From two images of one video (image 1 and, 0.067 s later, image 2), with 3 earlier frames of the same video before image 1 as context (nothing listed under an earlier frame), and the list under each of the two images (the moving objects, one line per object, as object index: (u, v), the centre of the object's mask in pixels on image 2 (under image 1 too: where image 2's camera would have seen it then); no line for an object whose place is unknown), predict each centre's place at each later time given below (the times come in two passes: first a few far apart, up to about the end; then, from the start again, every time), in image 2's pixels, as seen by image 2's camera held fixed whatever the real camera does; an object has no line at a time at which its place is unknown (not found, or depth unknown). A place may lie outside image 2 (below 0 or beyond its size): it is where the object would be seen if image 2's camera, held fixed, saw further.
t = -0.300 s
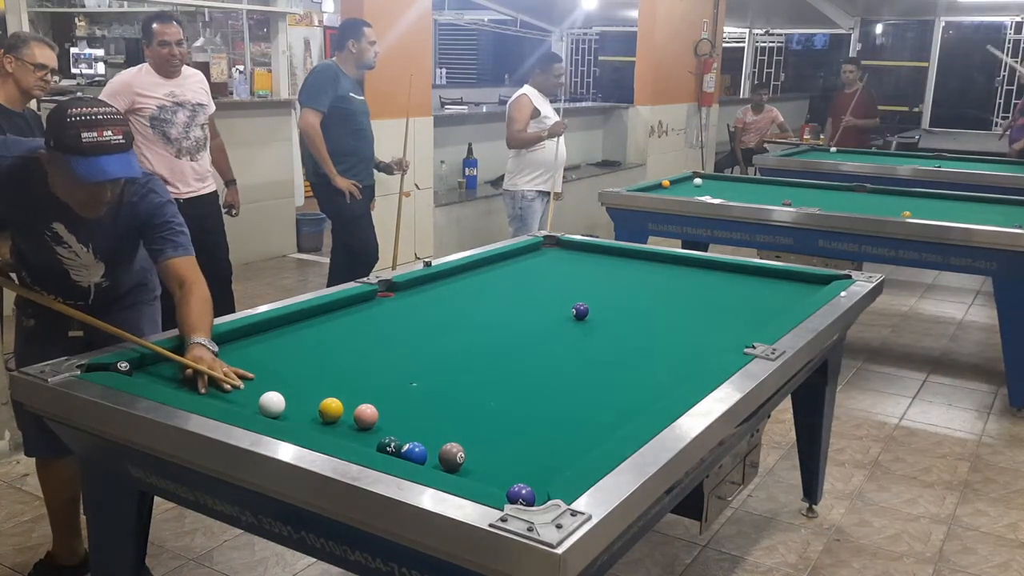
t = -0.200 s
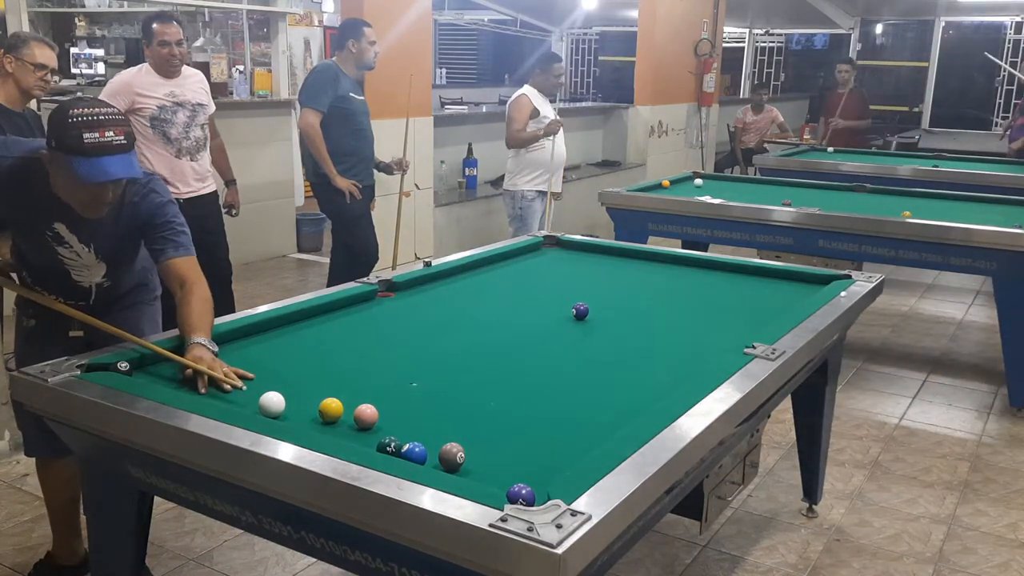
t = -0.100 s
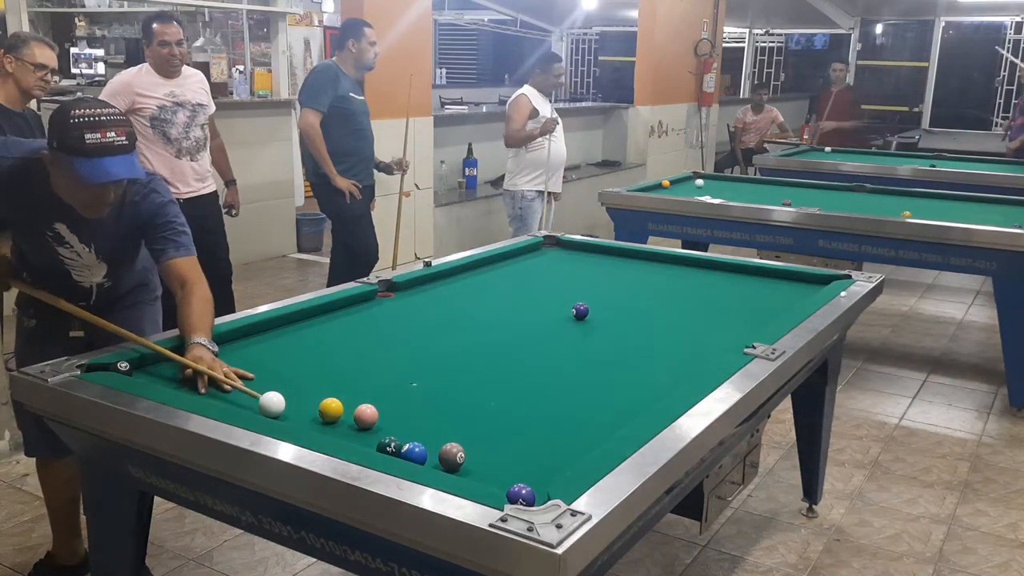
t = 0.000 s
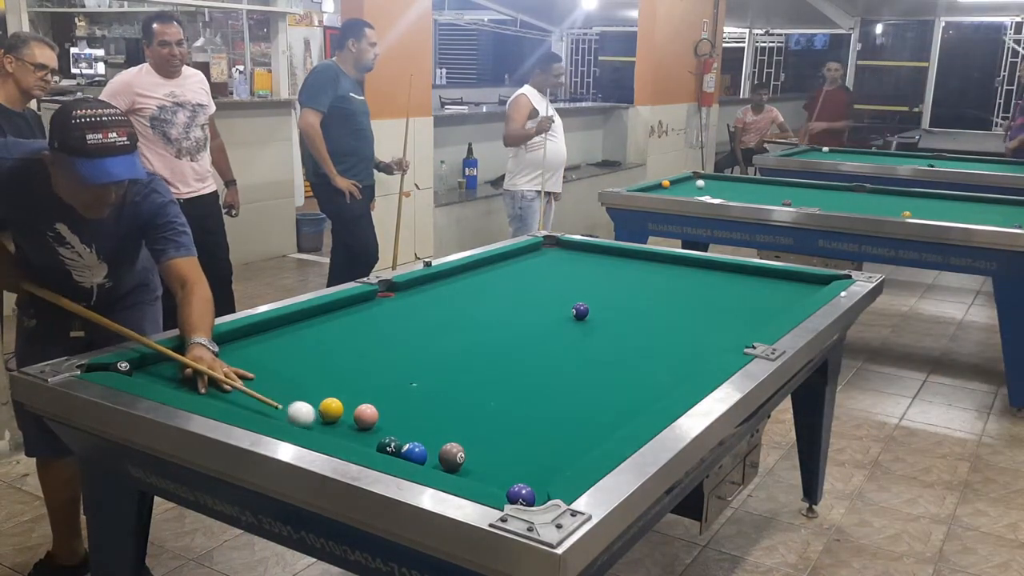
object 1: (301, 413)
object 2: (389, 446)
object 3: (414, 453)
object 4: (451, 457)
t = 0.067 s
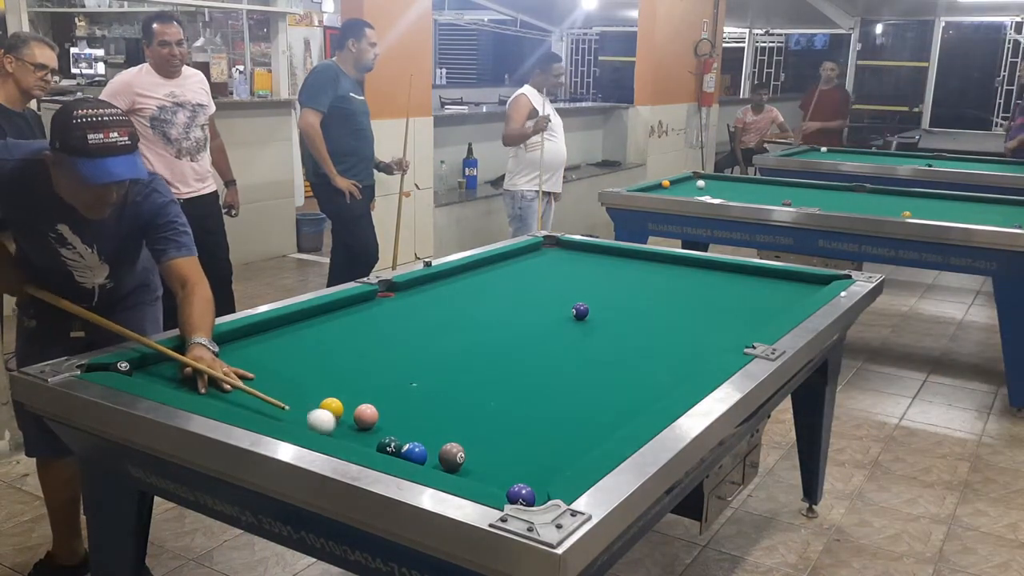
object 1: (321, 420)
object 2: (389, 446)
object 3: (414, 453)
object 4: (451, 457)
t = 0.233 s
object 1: (370, 437)
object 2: (390, 447)
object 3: (415, 453)
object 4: (451, 457)
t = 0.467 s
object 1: (377, 439)
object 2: (396, 450)
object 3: (444, 463)
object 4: (493, 456)
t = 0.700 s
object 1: (383, 441)
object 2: (407, 452)
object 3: (471, 468)
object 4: (533, 455)
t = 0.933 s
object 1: (384, 441)
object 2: (415, 453)
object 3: (494, 472)
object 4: (569, 453)
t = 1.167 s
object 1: (384, 442)
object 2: (420, 454)
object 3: (515, 472)
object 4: (581, 447)
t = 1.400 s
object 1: (383, 442)
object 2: (423, 455)
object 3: (533, 474)
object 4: (574, 441)
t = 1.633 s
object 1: (383, 442)
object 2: (425, 455)
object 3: (546, 474)
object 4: (568, 436)
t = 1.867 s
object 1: (383, 442)
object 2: (424, 455)
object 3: (552, 472)
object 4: (564, 431)
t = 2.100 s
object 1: (383, 442)
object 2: (425, 455)
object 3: (551, 471)
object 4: (561, 428)
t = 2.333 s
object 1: (383, 442)
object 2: (424, 455)
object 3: (552, 471)
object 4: (559, 426)
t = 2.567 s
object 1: (383, 442)
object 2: (424, 455)
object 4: (558, 425)
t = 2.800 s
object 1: (383, 442)
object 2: (424, 455)
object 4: (558, 426)
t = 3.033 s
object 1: (383, 442)
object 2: (425, 455)
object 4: (558, 426)
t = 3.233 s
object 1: (383, 442)
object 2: (424, 455)
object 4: (557, 426)
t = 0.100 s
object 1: (332, 424)
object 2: (389, 446)
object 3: (414, 453)
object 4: (451, 457)
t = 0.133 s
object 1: (341, 427)
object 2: (389, 446)
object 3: (414, 453)
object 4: (451, 457)
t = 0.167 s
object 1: (351, 431)
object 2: (389, 446)
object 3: (414, 453)
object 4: (451, 457)
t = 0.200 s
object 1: (362, 434)
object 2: (389, 446)
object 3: (414, 453)
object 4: (451, 457)
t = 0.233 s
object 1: (370, 437)
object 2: (390, 447)
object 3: (415, 453)
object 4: (451, 457)
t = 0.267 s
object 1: (370, 438)
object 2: (390, 447)
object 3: (425, 456)
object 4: (453, 457)
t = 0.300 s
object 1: (371, 438)
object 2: (390, 448)
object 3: (427, 458)
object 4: (461, 457)
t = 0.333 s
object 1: (372, 438)
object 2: (390, 448)
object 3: (429, 460)
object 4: (468, 456)
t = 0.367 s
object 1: (373, 438)
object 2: (390, 449)
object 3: (432, 461)
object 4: (474, 456)
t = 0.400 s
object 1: (375, 438)
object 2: (392, 449)
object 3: (436, 462)
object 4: (480, 456)
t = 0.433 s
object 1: (376, 439)
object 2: (394, 450)
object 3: (440, 462)
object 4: (486, 456)
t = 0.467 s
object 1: (377, 439)
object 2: (396, 450)
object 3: (444, 463)
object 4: (493, 456)
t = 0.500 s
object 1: (378, 440)
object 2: (397, 450)
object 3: (448, 464)
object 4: (499, 456)
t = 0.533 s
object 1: (379, 440)
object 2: (399, 450)
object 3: (452, 465)
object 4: (505, 455)
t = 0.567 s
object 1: (380, 440)
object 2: (401, 451)
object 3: (456, 465)
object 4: (510, 455)
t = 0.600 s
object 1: (381, 440)
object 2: (402, 451)
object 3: (460, 466)
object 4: (516, 455)
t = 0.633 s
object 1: (382, 440)
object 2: (404, 451)
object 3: (463, 467)
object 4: (522, 455)
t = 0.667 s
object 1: (382, 440)
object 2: (405, 451)
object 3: (467, 467)
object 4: (527, 455)
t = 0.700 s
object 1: (383, 441)
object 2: (407, 452)
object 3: (471, 468)
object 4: (533, 455)
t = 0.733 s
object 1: (383, 441)
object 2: (408, 452)
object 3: (474, 468)
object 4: (538, 454)
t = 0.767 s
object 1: (384, 441)
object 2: (409, 452)
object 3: (478, 469)
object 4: (544, 454)
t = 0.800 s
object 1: (384, 441)
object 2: (411, 452)
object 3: (481, 470)
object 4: (549, 454)
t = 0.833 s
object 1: (384, 441)
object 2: (411, 452)
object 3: (484, 470)
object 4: (554, 454)
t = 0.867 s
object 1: (384, 441)
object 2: (413, 453)
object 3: (488, 471)
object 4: (559, 454)
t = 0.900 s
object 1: (384, 441)
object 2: (414, 453)
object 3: (491, 472)
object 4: (564, 454)
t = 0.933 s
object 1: (384, 441)
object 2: (415, 453)
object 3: (494, 472)
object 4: (569, 453)
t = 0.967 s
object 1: (384, 441)
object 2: (416, 453)
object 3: (497, 472)
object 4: (574, 452)
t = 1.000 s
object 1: (384, 442)
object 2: (417, 454)
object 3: (500, 473)
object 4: (578, 451)
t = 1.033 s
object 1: (384, 442)
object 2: (418, 453)
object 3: (504, 473)
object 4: (582, 450)
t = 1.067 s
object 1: (384, 442)
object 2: (418, 454)
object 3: (506, 473)
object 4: (584, 449)
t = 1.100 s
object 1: (384, 442)
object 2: (419, 454)
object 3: (509, 472)
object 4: (583, 448)
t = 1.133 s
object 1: (384, 442)
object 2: (420, 454)
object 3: (512, 472)
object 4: (582, 448)
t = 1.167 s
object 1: (384, 442)
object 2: (420, 454)
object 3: (515, 472)
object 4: (581, 447)
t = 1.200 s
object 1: (383, 442)
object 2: (421, 454)
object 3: (518, 472)
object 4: (580, 447)
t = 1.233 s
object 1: (383, 442)
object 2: (421, 454)
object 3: (521, 472)
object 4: (579, 446)
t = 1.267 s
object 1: (383, 442)
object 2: (422, 455)
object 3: (523, 472)
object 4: (578, 445)
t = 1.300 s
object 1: (383, 442)
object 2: (422, 455)
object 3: (526, 472)
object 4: (577, 445)
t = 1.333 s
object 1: (383, 442)
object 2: (422, 455)
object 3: (528, 472)
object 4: (576, 444)
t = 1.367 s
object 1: (383, 442)
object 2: (423, 455)
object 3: (531, 473)
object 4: (575, 442)
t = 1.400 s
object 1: (383, 442)
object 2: (423, 455)
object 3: (533, 474)
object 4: (574, 441)
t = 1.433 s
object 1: (383, 442)
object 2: (424, 455)
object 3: (535, 474)
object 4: (573, 441)
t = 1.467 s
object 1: (383, 442)
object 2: (424, 455)
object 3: (537, 474)
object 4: (573, 440)
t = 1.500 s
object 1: (383, 442)
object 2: (424, 455)
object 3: (539, 474)
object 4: (572, 439)
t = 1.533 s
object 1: (383, 442)
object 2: (424, 455)
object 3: (541, 475)
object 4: (571, 438)
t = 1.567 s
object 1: (383, 442)
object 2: (424, 455)
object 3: (543, 474)
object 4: (570, 437)
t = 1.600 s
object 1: (383, 442)
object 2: (425, 455)
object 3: (544, 474)
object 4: (569, 437)
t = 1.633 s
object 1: (383, 442)
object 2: (425, 455)
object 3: (546, 474)
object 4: (568, 436)
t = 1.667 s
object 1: (383, 442)
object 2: (424, 455)
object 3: (547, 473)
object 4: (568, 435)
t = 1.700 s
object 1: (383, 442)
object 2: (425, 455)
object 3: (548, 473)
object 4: (567, 435)
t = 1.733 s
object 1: (383, 442)
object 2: (425, 455)
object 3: (550, 473)
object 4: (566, 434)
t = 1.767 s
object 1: (383, 442)
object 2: (424, 455)
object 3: (551, 472)
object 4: (565, 433)
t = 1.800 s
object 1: (383, 442)
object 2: (424, 455)
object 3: (552, 472)
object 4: (565, 433)
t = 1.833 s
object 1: (383, 442)
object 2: (424, 455)
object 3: (552, 472)
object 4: (564, 432)
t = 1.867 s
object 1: (383, 442)
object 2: (424, 455)
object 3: (552, 472)
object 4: (564, 431)
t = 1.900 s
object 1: (383, 442)
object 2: (424, 455)
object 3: (552, 472)
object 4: (563, 431)
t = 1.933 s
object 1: (383, 442)
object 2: (424, 455)
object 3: (552, 471)
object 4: (563, 430)
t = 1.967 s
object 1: (383, 442)
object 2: (424, 455)
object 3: (551, 471)
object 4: (562, 430)
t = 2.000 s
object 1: (383, 442)
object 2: (425, 455)
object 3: (551, 471)
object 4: (562, 430)
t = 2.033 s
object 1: (383, 442)
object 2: (425, 455)
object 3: (551, 471)
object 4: (562, 429)
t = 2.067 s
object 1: (383, 442)
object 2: (425, 455)
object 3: (551, 471)
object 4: (561, 429)
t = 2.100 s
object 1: (383, 442)
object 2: (425, 455)
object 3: (551, 471)
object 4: (561, 428)
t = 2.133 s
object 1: (383, 442)
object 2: (425, 455)
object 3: (551, 471)
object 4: (560, 428)
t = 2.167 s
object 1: (383, 442)
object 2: (425, 455)
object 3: (551, 471)
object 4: (560, 428)
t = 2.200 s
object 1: (383, 442)
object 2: (425, 455)
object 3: (551, 471)
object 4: (560, 427)
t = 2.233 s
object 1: (383, 442)
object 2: (425, 455)
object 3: (552, 471)
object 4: (559, 427)
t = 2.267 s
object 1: (383, 442)
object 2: (425, 455)
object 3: (552, 471)
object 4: (559, 427)
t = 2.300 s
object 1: (383, 442)
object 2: (424, 455)
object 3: (552, 471)
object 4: (559, 426)
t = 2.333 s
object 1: (383, 442)
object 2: (424, 455)
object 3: (552, 471)
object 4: (559, 426)
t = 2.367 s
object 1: (383, 442)
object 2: (424, 455)
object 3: (552, 471)
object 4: (559, 426)
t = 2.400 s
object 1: (383, 442)
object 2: (424, 455)
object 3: (552, 471)
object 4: (558, 426)
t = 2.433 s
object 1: (383, 442)
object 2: (424, 455)
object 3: (552, 471)
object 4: (558, 425)
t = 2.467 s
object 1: (383, 442)
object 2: (424, 455)
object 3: (552, 471)
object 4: (558, 426)
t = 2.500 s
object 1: (383, 442)
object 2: (424, 455)
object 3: (552, 471)
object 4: (558, 425)
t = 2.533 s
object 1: (383, 442)
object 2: (424, 455)
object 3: (552, 471)
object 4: (558, 425)
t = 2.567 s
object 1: (383, 442)
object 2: (424, 455)
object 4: (558, 425)
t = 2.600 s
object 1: (383, 442)
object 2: (424, 455)
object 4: (558, 425)
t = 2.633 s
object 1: (383, 442)
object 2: (424, 455)
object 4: (558, 425)
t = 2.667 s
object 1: (383, 442)
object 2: (424, 455)
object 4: (558, 425)
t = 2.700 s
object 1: (383, 442)
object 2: (424, 455)
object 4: (558, 426)
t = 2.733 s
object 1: (383, 442)
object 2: (424, 455)
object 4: (558, 426)
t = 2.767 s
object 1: (383, 442)
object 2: (424, 455)
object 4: (558, 426)
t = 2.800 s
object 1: (383, 442)
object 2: (424, 455)
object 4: (558, 426)
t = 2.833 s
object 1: (383, 442)
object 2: (424, 455)
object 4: (558, 425)
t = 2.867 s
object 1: (383, 442)
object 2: (424, 455)
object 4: (558, 426)
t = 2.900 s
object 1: (383, 442)
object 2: (424, 455)
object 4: (558, 426)
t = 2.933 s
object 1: (383, 442)
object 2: (424, 455)
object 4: (558, 426)
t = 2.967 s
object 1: (383, 442)
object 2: (424, 455)
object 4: (558, 426)
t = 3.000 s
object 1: (383, 442)
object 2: (424, 455)
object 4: (558, 426)
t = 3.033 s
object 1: (383, 442)
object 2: (425, 455)
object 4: (558, 426)
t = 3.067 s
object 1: (383, 442)
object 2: (425, 455)
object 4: (558, 426)
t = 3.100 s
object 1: (383, 442)
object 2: (424, 455)
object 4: (558, 426)
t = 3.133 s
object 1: (383, 442)
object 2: (424, 455)
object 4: (558, 426)
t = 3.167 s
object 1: (383, 442)
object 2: (424, 455)
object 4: (558, 426)
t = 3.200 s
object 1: (383, 442)
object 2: (424, 455)
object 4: (558, 426)
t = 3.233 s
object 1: (383, 442)
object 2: (424, 455)
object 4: (557, 426)
